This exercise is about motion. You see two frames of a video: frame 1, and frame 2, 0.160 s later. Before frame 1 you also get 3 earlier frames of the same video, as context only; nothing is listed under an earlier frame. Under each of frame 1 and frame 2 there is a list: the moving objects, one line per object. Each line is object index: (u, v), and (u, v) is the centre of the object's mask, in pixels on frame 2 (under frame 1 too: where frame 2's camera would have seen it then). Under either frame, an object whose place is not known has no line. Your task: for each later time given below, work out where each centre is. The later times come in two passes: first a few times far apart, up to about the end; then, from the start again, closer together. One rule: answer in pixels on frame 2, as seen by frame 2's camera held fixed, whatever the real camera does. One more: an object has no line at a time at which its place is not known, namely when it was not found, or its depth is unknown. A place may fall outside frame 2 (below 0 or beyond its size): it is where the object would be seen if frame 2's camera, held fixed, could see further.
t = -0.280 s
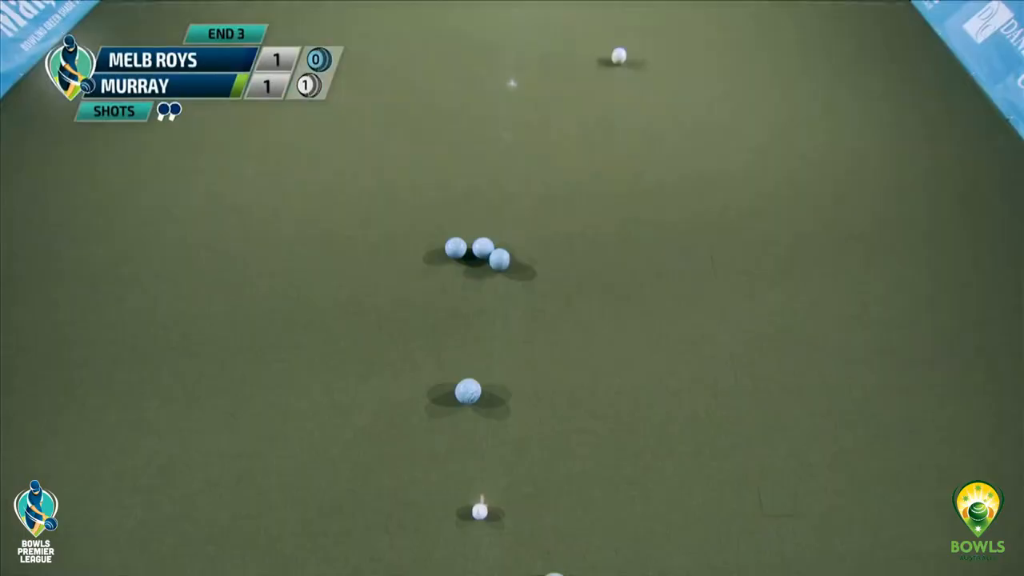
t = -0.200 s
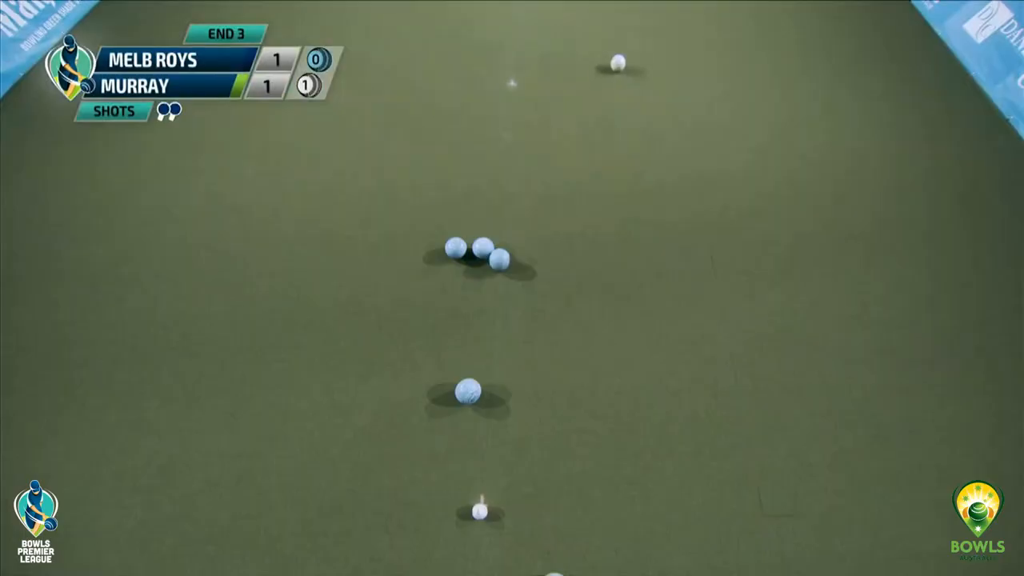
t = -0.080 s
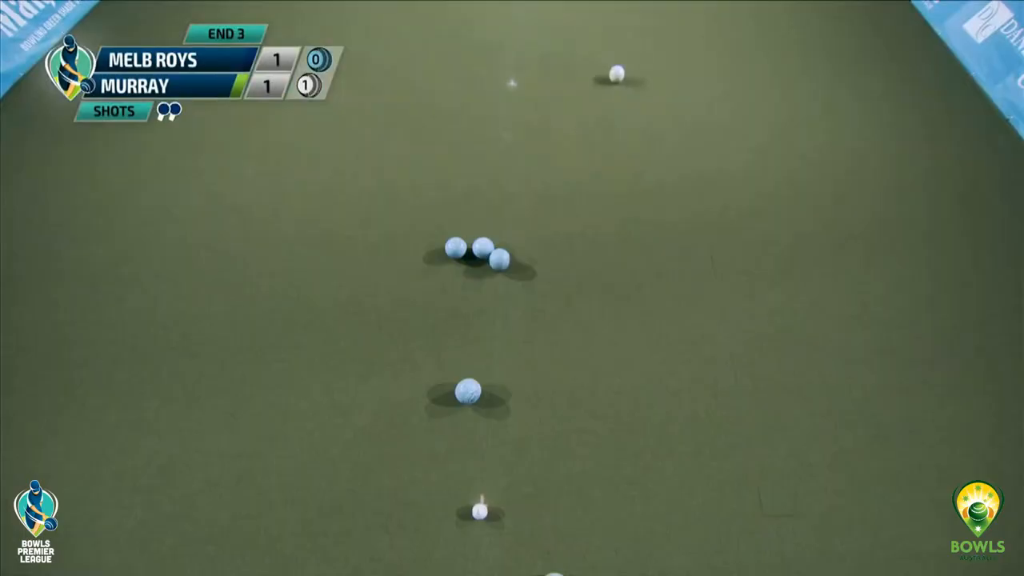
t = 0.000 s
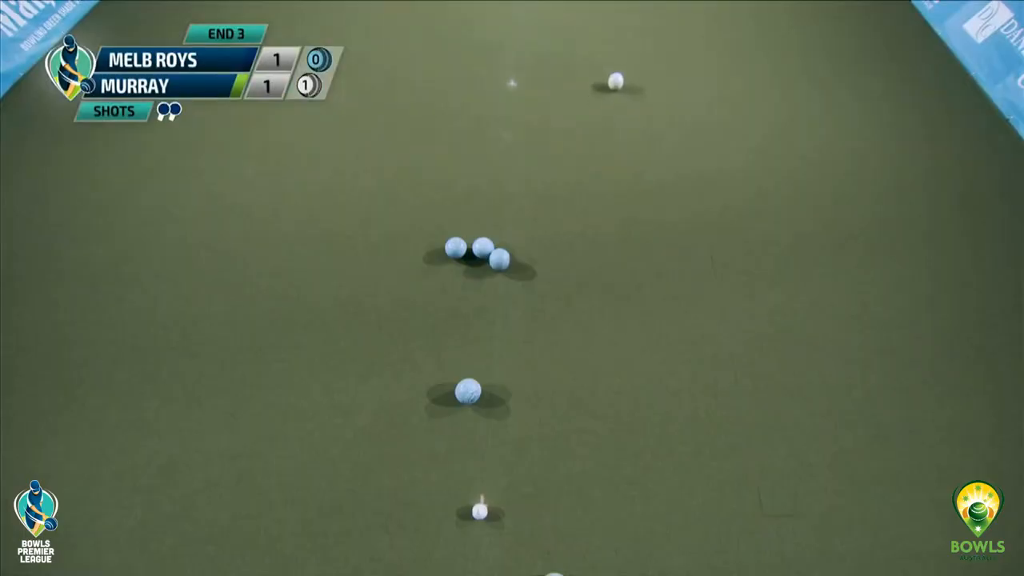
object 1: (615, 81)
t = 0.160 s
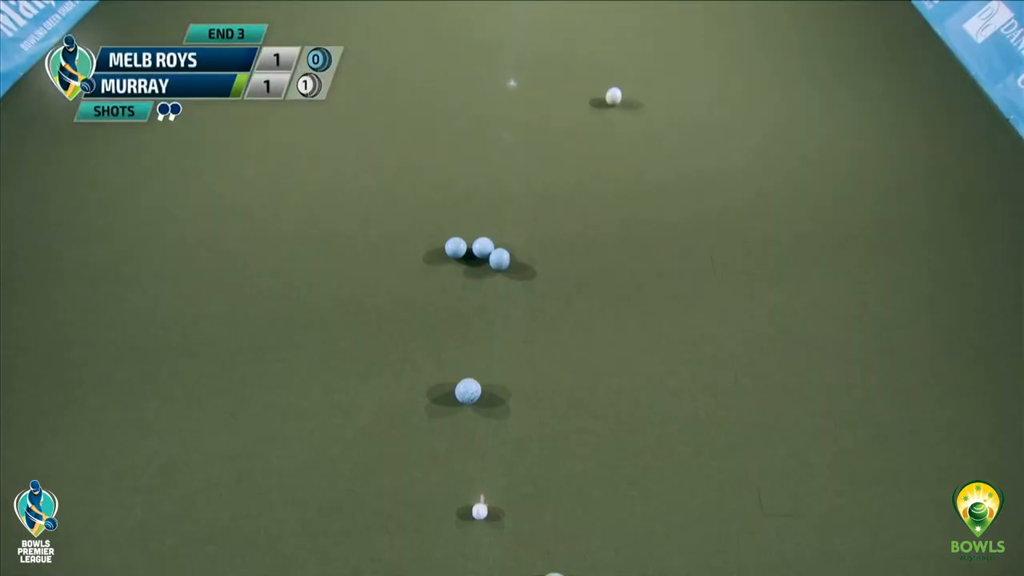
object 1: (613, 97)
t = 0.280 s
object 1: (611, 108)
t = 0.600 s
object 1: (605, 141)
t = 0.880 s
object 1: (598, 171)
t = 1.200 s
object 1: (589, 206)
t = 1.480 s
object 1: (579, 237)
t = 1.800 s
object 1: (567, 273)
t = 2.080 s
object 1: (556, 305)
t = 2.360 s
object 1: (544, 336)
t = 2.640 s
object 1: (532, 366)
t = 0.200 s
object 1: (612, 101)
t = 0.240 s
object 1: (611, 104)
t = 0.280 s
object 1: (611, 108)
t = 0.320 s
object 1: (610, 112)
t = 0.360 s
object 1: (610, 116)
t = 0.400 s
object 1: (609, 121)
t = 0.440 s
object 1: (608, 125)
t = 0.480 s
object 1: (607, 129)
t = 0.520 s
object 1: (606, 132)
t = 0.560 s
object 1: (606, 137)
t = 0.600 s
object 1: (605, 141)
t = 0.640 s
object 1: (604, 145)
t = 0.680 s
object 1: (603, 150)
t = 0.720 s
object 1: (602, 154)
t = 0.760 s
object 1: (601, 158)
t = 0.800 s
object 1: (600, 162)
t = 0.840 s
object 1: (599, 167)
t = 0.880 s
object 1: (598, 171)
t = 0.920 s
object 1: (597, 175)
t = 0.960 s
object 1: (596, 179)
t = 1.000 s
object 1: (595, 183)
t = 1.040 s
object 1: (593, 188)
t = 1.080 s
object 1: (592, 193)
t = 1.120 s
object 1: (591, 197)
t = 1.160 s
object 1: (589, 202)
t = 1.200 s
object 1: (589, 206)
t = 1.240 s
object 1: (587, 210)
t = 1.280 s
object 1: (586, 215)
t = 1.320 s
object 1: (585, 219)
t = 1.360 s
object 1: (583, 224)
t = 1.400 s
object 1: (582, 228)
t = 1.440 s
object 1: (580, 233)
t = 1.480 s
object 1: (579, 237)
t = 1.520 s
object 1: (577, 242)
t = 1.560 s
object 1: (576, 246)
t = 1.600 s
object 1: (575, 251)
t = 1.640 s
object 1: (573, 255)
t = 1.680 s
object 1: (571, 260)
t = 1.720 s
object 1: (570, 265)
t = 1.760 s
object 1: (569, 269)
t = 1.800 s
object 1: (567, 273)
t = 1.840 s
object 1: (565, 278)
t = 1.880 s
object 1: (564, 282)
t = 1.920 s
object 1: (562, 287)
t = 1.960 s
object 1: (560, 291)
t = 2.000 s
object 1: (559, 296)
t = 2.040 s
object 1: (557, 300)
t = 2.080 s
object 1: (556, 305)
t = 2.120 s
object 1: (554, 310)
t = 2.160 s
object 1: (552, 314)
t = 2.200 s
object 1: (551, 318)
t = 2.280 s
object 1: (547, 327)
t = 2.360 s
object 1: (544, 336)
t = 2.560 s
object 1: (535, 357)
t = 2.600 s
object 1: (533, 361)
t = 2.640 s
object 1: (532, 366)
